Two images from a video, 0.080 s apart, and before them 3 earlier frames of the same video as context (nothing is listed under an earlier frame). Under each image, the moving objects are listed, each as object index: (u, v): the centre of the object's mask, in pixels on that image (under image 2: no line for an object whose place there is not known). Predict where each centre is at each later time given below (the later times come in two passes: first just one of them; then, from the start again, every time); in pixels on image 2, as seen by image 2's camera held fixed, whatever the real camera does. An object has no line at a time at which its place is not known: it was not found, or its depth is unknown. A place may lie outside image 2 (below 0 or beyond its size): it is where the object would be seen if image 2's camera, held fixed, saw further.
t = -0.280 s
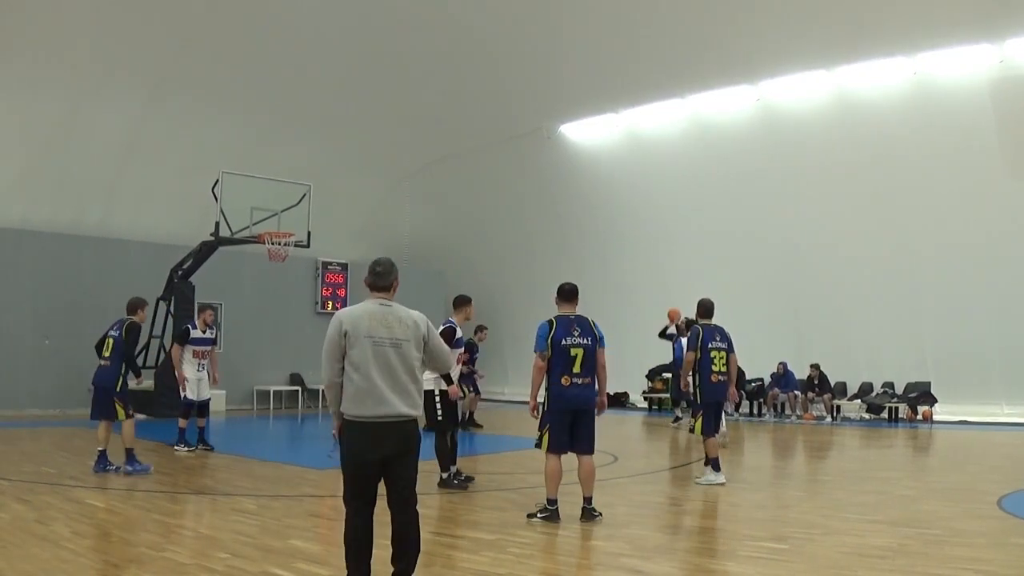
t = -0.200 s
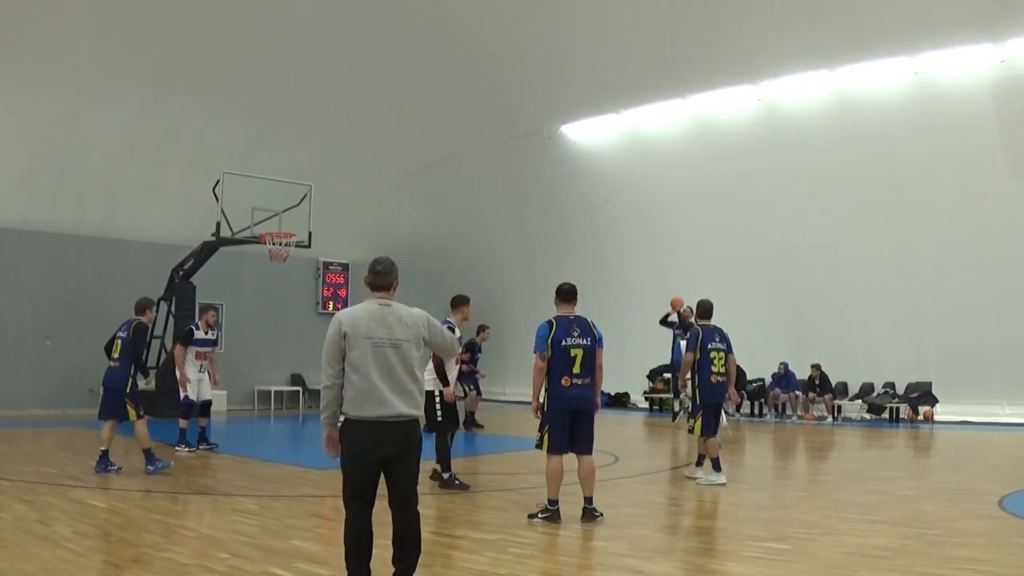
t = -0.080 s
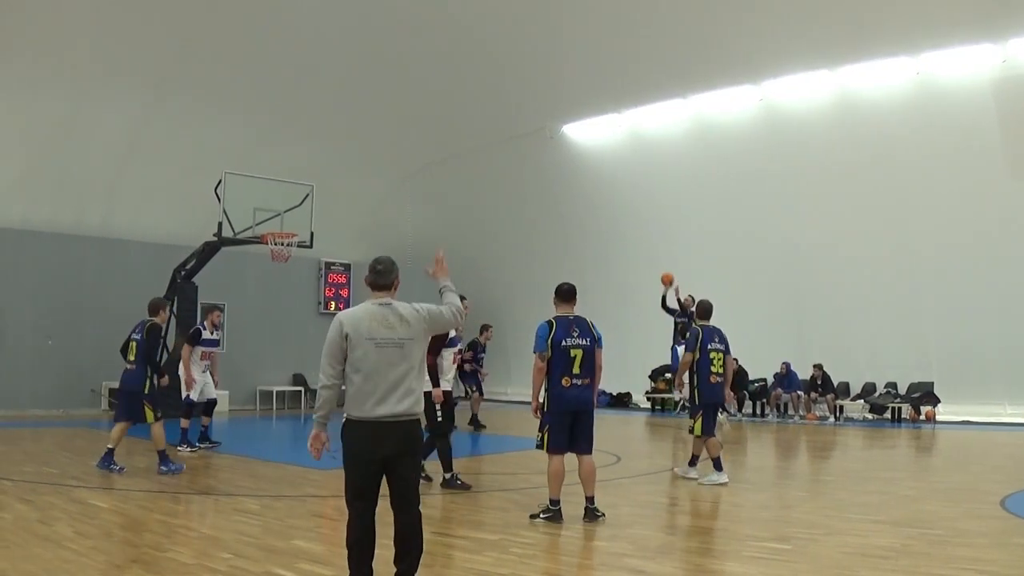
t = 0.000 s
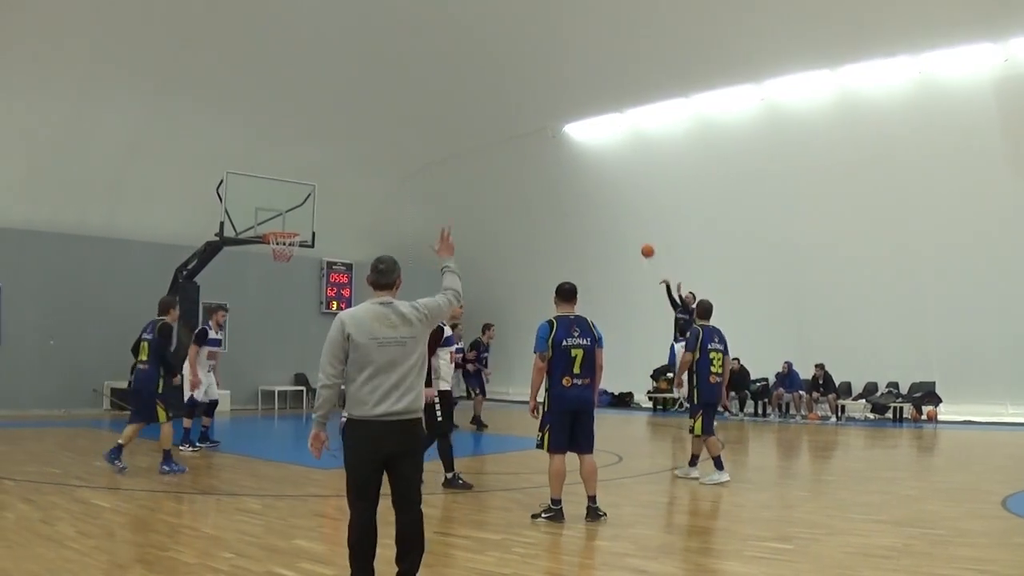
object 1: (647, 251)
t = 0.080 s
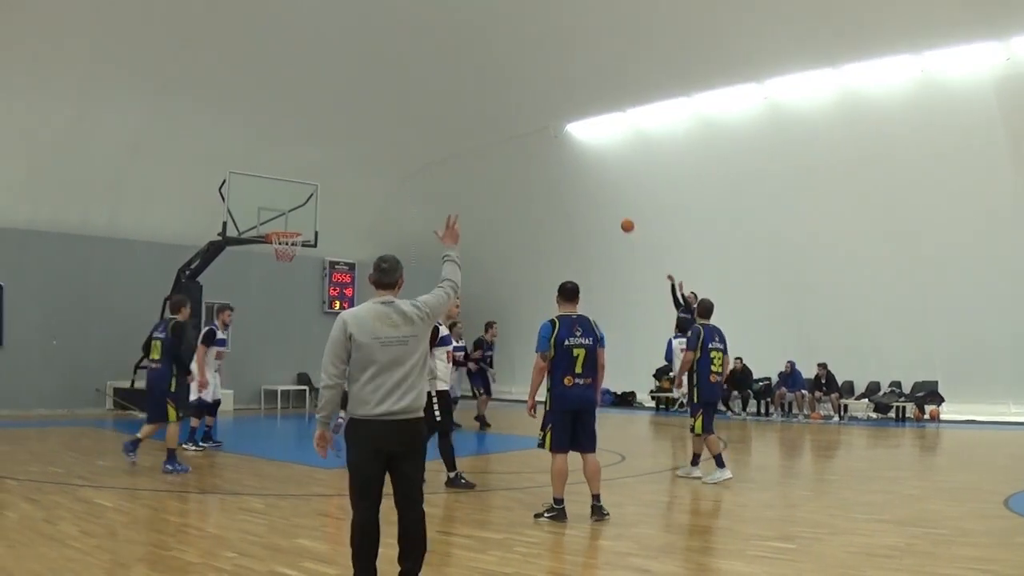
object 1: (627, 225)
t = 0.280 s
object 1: (573, 178)
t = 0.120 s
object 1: (616, 214)
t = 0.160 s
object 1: (605, 204)
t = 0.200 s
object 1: (594, 194)
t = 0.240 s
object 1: (584, 186)
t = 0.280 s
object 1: (573, 178)
